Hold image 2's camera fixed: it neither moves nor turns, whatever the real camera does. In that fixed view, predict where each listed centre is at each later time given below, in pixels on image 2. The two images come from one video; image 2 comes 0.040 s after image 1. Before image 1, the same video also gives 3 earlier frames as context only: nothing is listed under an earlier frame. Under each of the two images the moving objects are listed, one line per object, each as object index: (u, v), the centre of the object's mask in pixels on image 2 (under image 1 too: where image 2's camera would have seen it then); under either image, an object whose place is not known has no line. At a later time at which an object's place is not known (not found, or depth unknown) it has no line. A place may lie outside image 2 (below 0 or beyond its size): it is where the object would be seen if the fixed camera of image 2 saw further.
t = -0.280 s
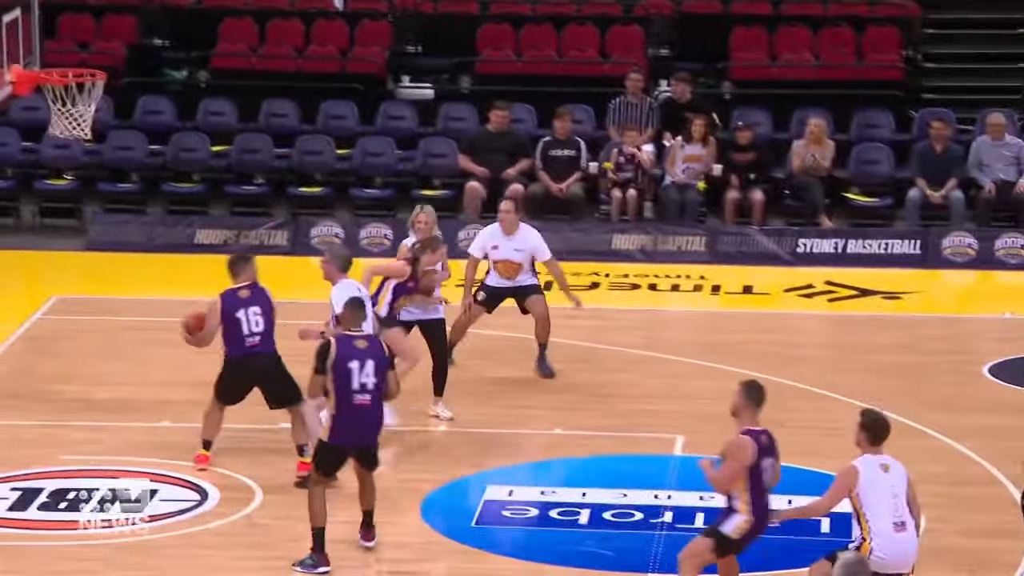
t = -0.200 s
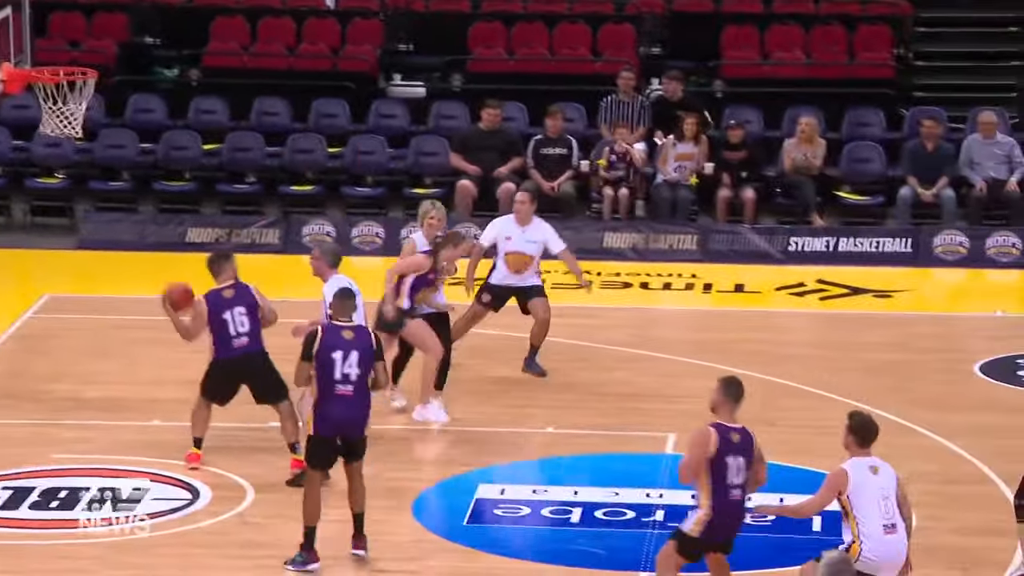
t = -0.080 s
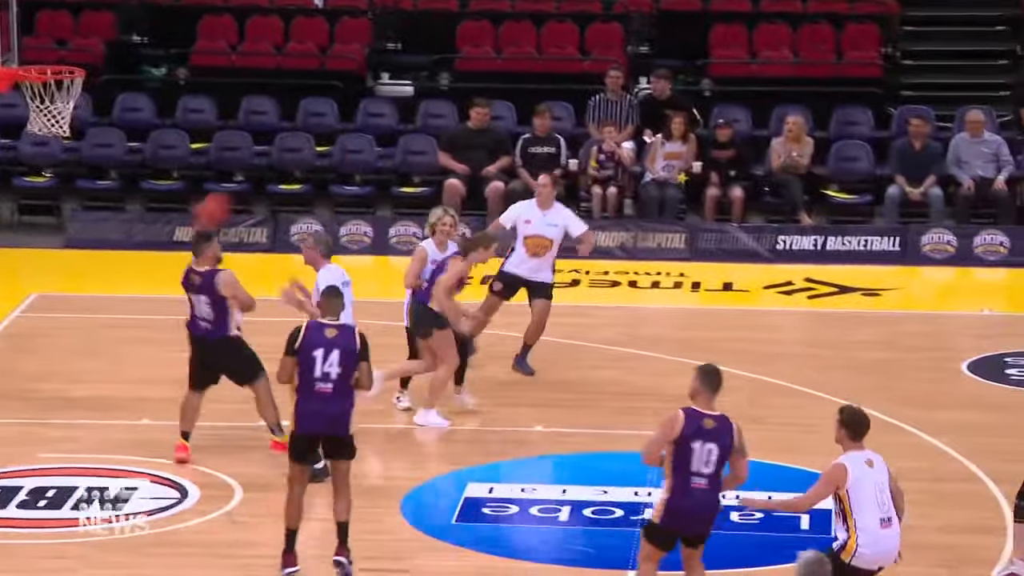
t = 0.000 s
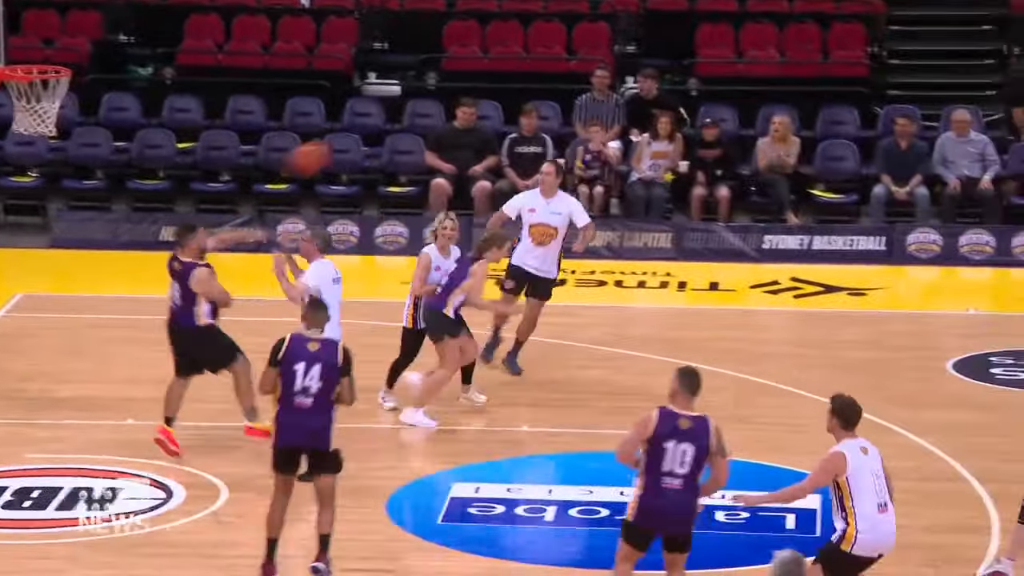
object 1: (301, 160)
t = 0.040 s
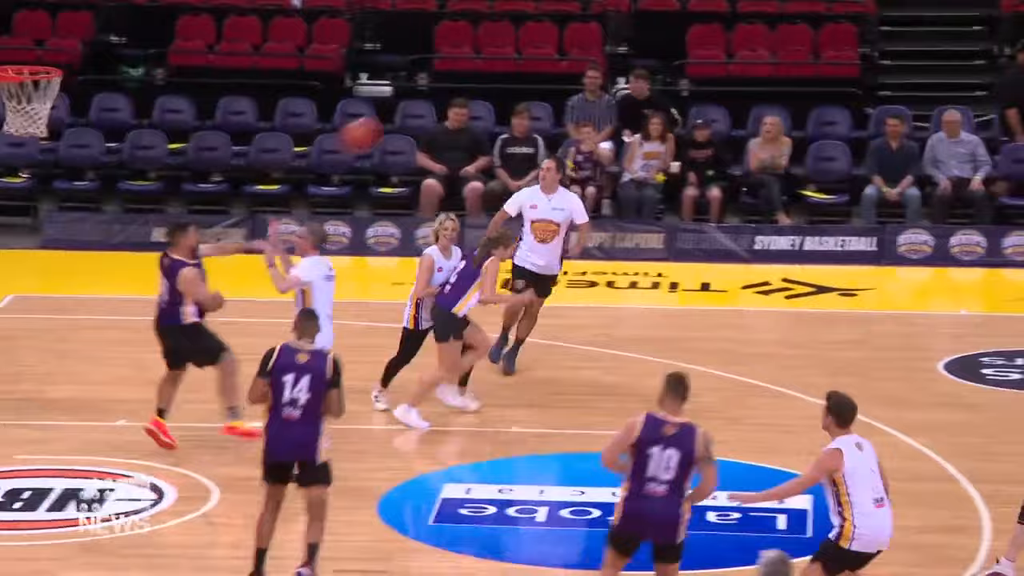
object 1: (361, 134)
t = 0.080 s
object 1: (417, 114)
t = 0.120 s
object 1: (475, 93)
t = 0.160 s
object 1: (531, 76)
